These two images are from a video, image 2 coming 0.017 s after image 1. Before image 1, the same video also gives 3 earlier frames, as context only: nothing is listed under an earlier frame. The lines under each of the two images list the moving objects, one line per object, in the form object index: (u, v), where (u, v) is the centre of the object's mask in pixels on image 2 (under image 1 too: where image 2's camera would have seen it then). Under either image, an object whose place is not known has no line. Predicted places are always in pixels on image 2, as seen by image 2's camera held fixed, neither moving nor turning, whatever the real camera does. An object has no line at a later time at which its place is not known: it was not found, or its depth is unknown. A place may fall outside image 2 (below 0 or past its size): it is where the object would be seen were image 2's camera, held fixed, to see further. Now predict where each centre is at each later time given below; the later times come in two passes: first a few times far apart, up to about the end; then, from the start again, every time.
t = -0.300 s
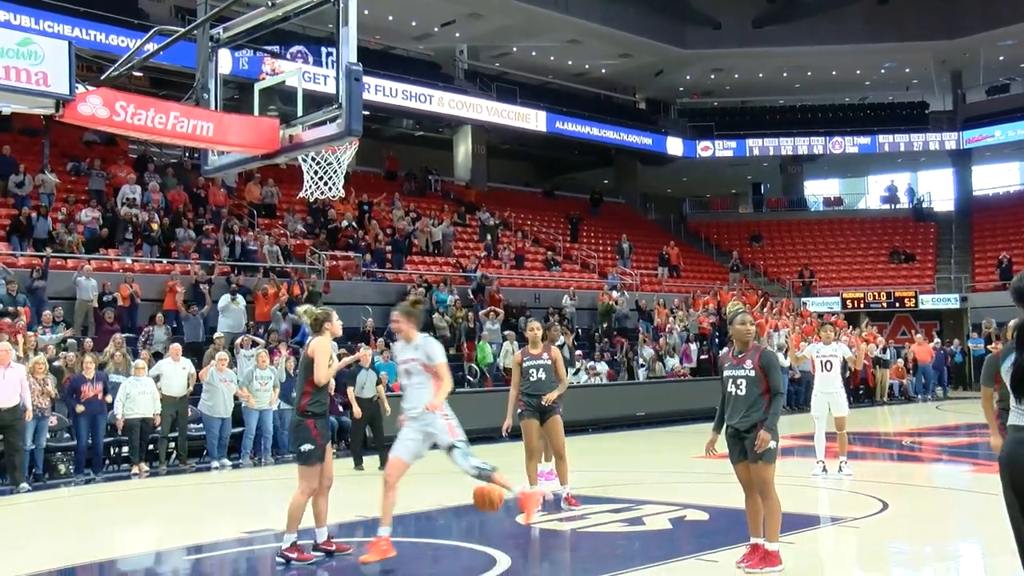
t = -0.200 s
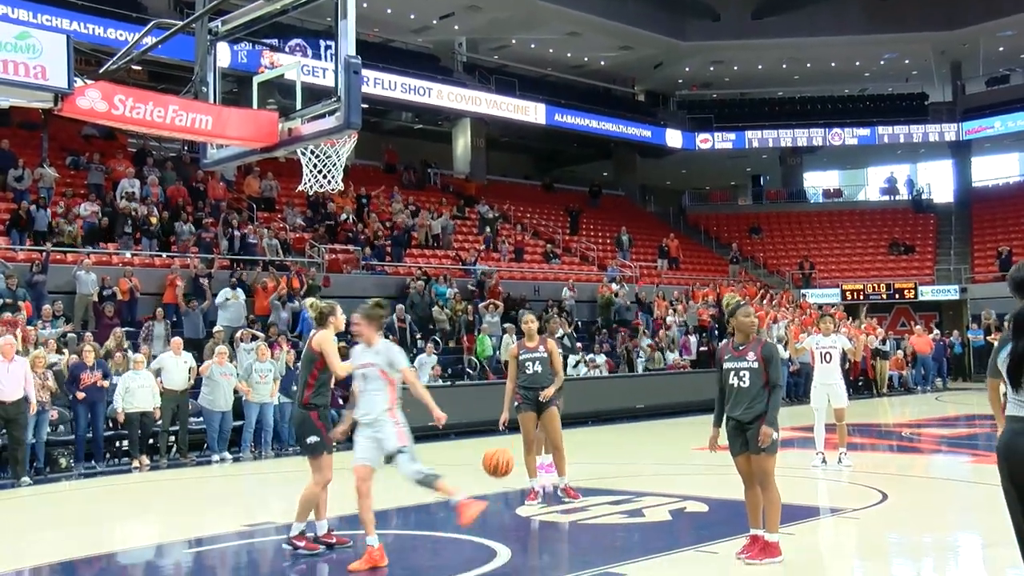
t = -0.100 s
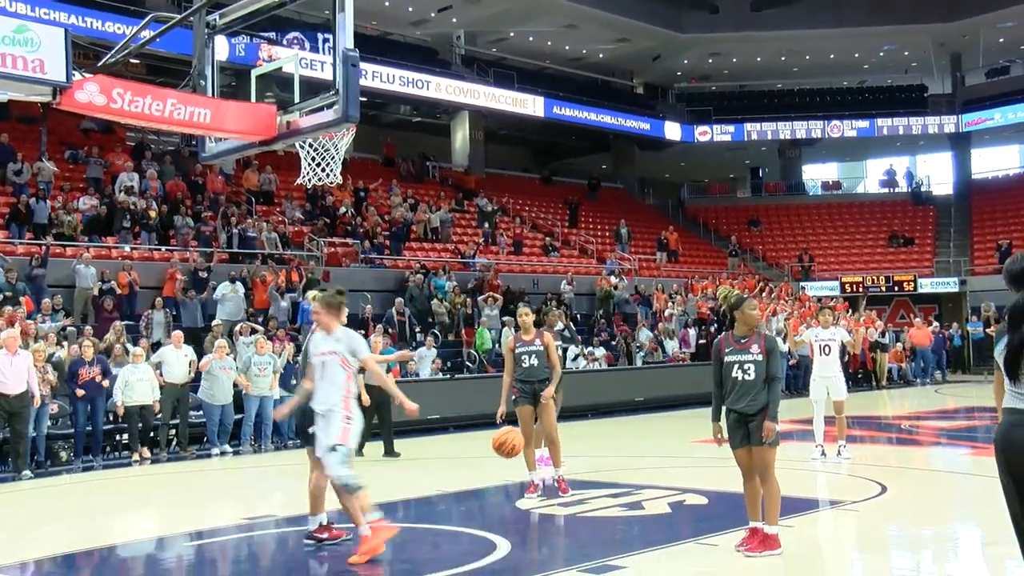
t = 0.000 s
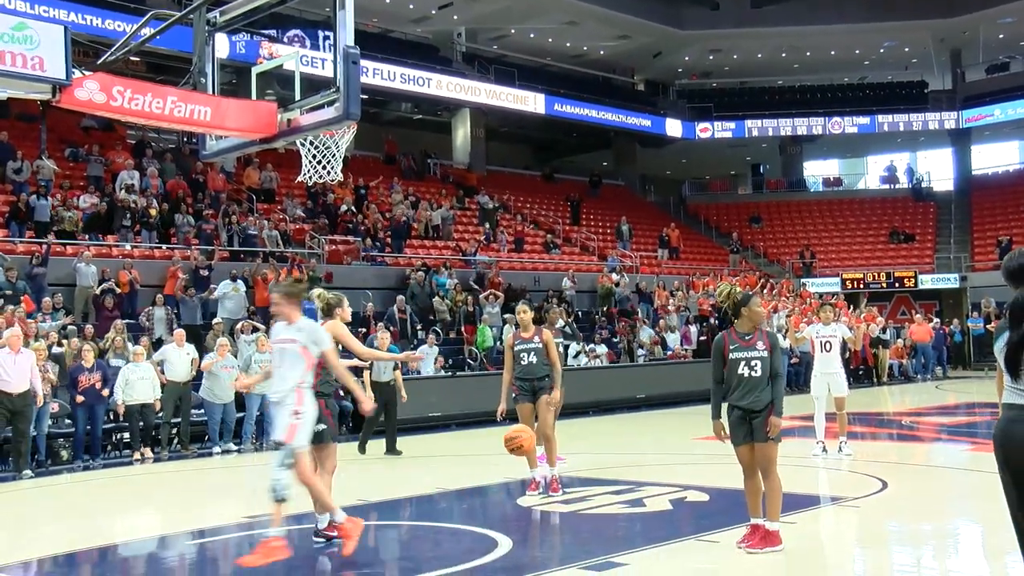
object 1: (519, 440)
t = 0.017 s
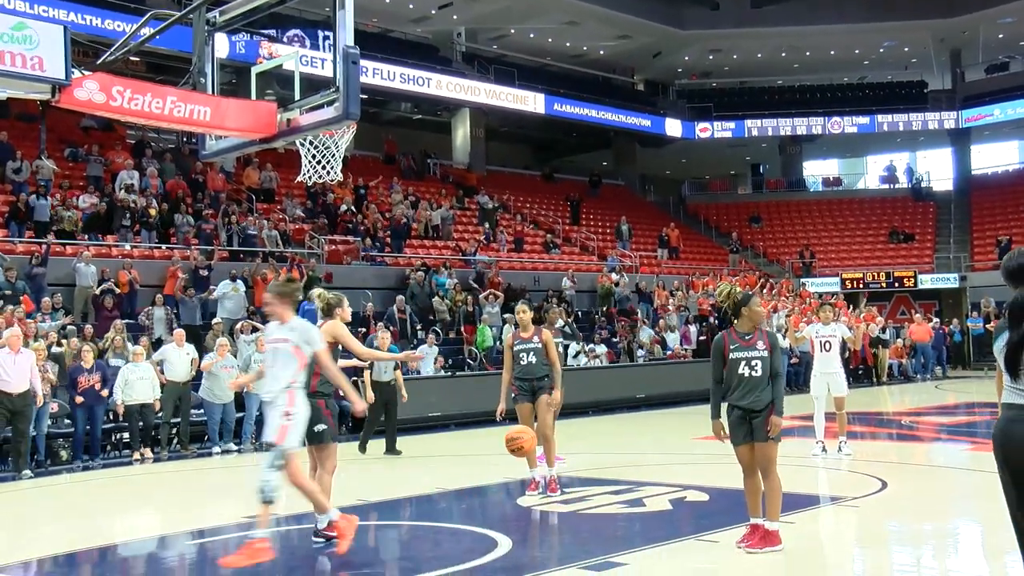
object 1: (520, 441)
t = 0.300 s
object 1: (553, 521)
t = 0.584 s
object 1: (580, 466)
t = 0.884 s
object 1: (613, 518)
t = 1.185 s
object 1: (644, 485)
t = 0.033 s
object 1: (522, 442)
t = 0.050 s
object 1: (524, 445)
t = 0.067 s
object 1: (525, 447)
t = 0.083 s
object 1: (527, 450)
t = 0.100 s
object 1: (529, 453)
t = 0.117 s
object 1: (531, 457)
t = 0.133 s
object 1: (533, 460)
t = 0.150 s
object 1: (535, 465)
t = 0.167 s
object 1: (537, 470)
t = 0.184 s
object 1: (539, 474)
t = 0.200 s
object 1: (541, 480)
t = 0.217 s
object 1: (544, 486)
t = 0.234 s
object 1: (546, 492)
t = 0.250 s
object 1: (548, 499)
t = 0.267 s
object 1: (550, 506)
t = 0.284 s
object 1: (552, 514)
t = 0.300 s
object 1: (553, 521)
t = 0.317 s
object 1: (554, 521)
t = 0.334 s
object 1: (556, 513)
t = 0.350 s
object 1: (557, 507)
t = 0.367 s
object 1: (559, 502)
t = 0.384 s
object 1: (560, 497)
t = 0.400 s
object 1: (562, 492)
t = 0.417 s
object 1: (563, 488)
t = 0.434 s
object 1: (565, 484)
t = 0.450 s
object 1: (566, 481)
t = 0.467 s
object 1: (568, 477)
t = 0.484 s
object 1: (570, 475)
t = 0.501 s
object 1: (572, 473)
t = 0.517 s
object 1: (573, 470)
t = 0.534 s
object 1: (575, 468)
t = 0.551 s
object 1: (577, 467)
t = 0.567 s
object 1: (578, 467)
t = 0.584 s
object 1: (580, 466)
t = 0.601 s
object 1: (582, 465)
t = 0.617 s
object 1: (583, 466)
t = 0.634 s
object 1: (585, 466)
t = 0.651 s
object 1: (587, 467)
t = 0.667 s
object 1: (588, 468)
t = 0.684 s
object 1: (590, 469)
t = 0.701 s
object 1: (593, 470)
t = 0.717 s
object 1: (595, 473)
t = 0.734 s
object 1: (596, 476)
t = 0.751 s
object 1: (598, 479)
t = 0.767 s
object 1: (600, 482)
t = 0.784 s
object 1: (602, 487)
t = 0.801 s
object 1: (604, 490)
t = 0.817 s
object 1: (605, 495)
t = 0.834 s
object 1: (607, 500)
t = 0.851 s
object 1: (609, 506)
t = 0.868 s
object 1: (611, 512)
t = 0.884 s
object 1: (613, 518)
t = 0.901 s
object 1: (614, 522)
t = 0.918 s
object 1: (616, 518)
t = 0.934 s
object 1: (618, 514)
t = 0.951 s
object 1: (620, 509)
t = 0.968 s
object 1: (622, 504)
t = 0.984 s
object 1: (623, 501)
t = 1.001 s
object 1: (625, 498)
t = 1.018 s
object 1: (627, 495)
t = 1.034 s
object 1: (629, 492)
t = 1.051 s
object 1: (630, 490)
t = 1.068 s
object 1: (632, 488)
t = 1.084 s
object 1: (634, 486)
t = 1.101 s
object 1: (635, 486)
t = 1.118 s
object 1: (637, 485)
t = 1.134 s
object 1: (639, 485)
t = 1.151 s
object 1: (641, 485)
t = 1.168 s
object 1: (643, 485)
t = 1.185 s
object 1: (644, 485)
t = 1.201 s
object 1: (646, 487)
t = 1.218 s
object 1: (648, 488)
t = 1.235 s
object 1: (650, 489)
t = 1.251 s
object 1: (652, 492)
